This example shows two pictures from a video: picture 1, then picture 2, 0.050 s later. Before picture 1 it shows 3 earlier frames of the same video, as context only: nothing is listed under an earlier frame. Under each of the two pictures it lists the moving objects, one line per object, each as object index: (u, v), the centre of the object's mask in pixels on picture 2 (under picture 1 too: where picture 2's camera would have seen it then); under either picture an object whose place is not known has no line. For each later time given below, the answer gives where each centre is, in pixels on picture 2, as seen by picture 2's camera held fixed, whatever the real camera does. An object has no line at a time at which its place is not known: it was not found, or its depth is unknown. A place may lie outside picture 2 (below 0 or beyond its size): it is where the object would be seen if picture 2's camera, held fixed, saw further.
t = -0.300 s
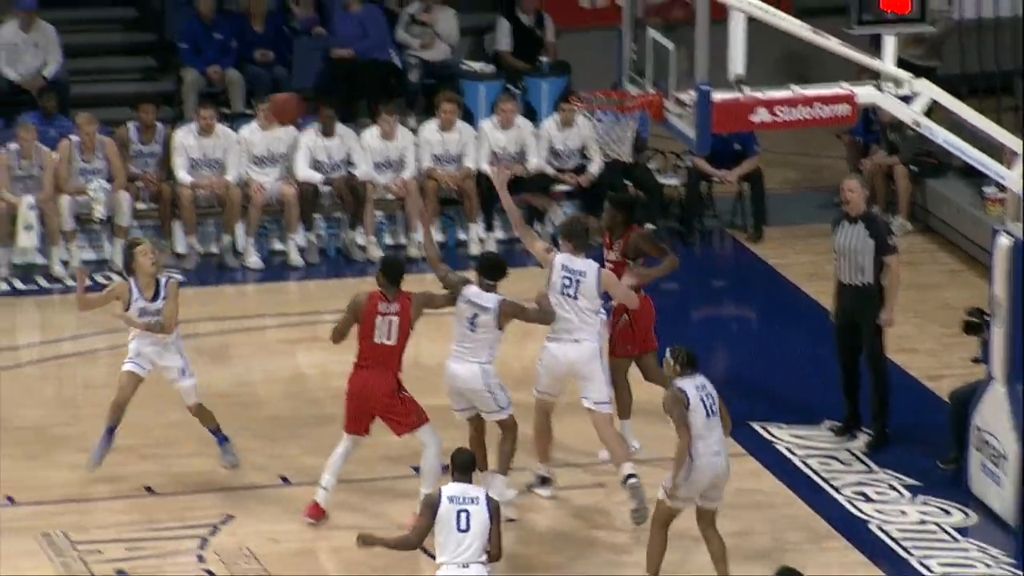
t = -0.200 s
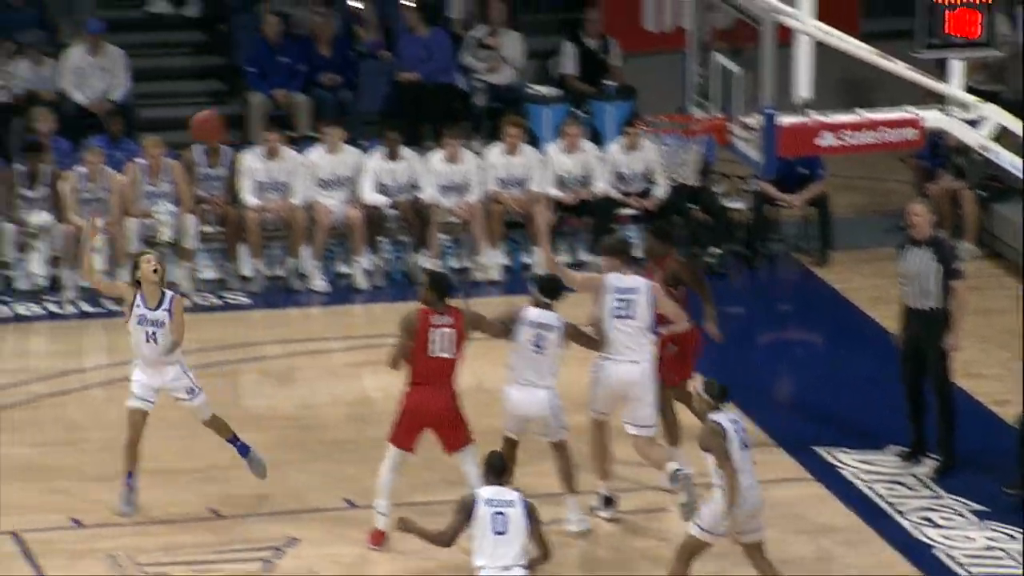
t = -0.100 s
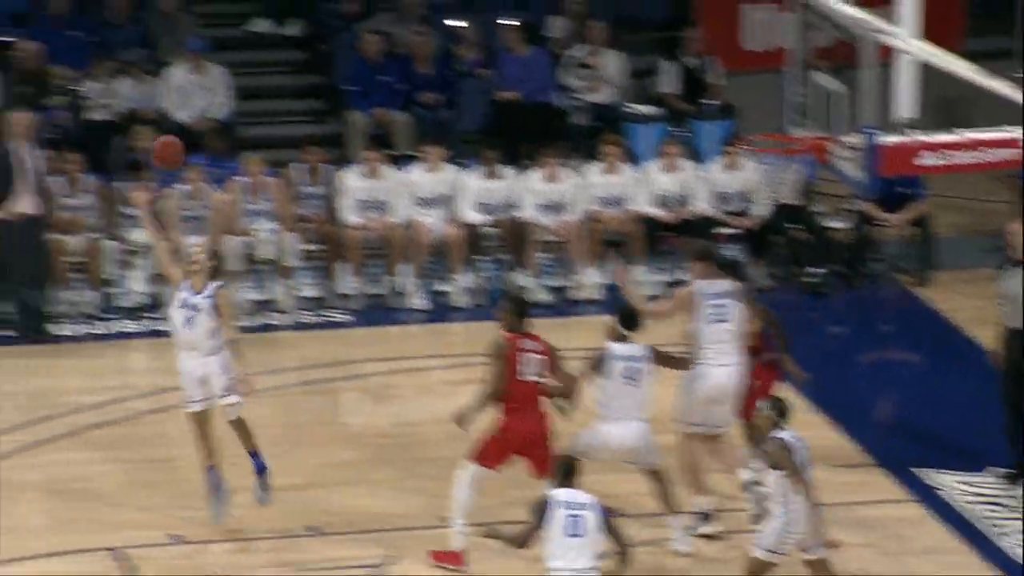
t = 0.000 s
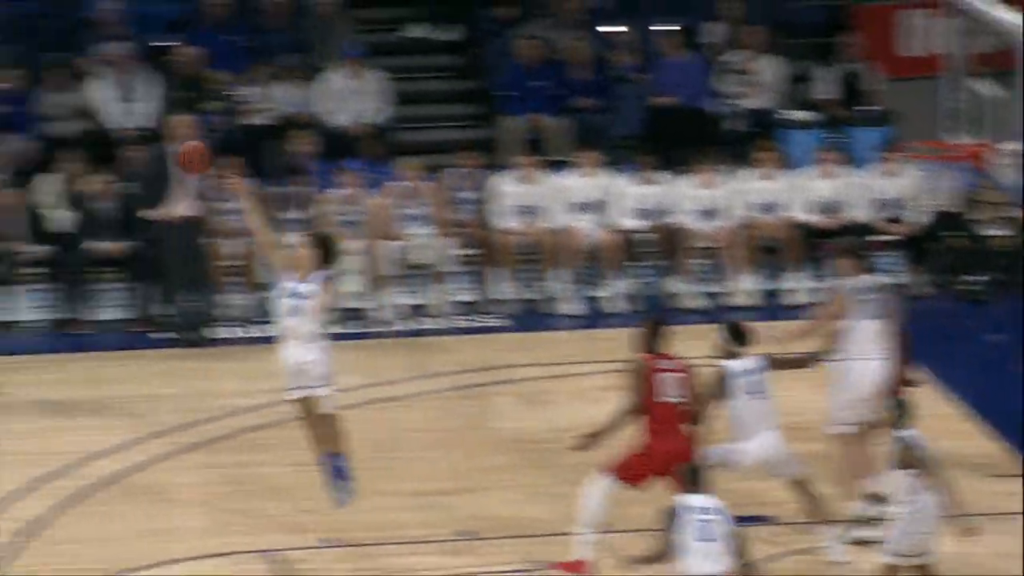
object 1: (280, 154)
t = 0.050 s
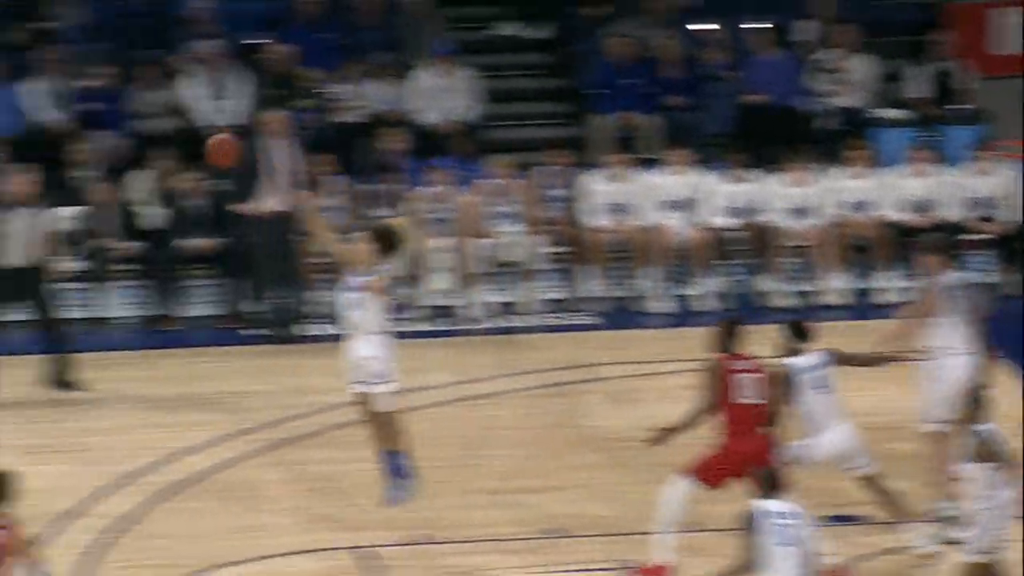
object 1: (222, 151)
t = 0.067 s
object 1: (202, 149)
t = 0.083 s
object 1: (181, 148)
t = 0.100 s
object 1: (159, 149)
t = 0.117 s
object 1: (138, 148)
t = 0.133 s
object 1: (118, 148)
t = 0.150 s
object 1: (96, 149)
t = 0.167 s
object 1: (71, 150)
